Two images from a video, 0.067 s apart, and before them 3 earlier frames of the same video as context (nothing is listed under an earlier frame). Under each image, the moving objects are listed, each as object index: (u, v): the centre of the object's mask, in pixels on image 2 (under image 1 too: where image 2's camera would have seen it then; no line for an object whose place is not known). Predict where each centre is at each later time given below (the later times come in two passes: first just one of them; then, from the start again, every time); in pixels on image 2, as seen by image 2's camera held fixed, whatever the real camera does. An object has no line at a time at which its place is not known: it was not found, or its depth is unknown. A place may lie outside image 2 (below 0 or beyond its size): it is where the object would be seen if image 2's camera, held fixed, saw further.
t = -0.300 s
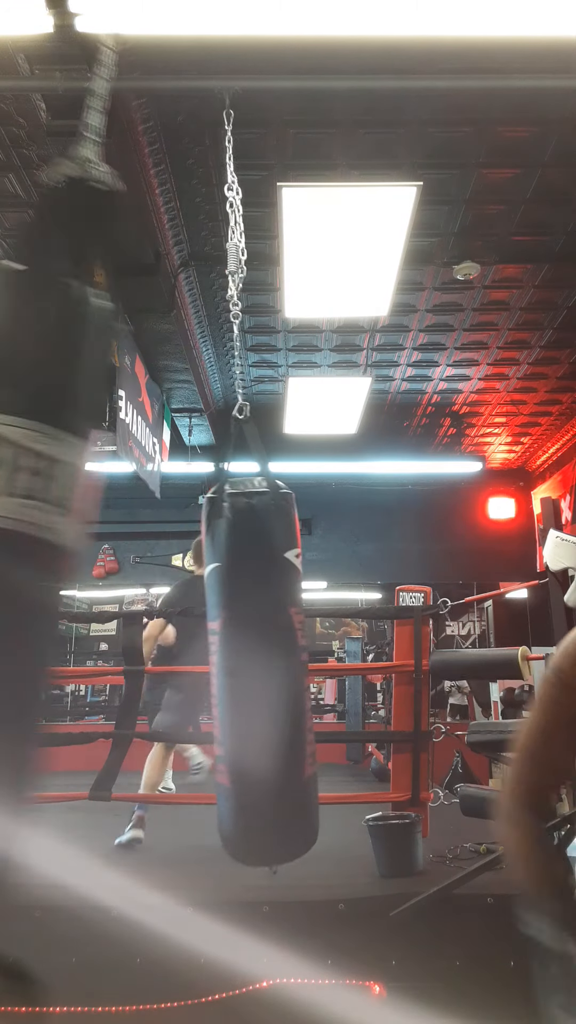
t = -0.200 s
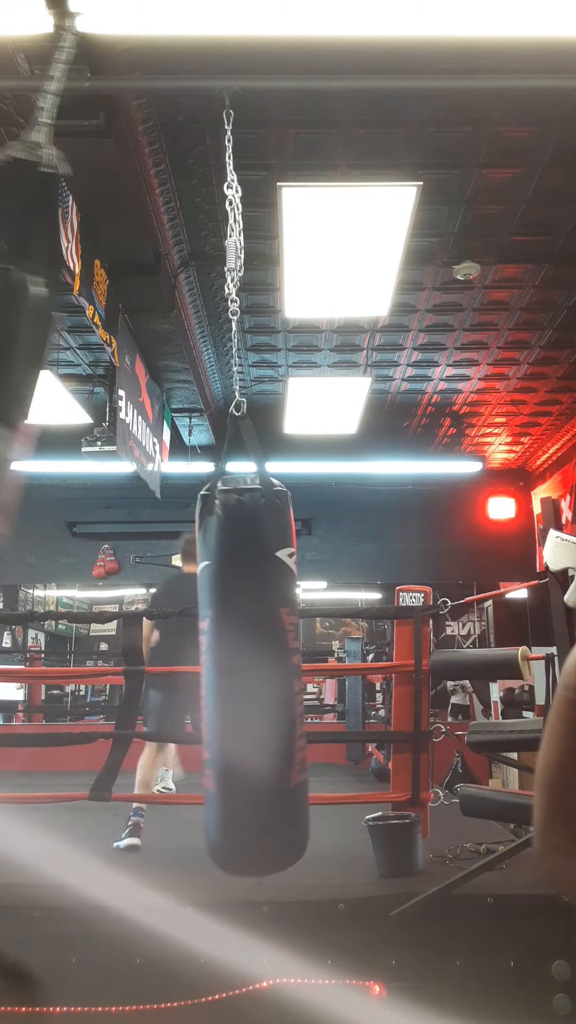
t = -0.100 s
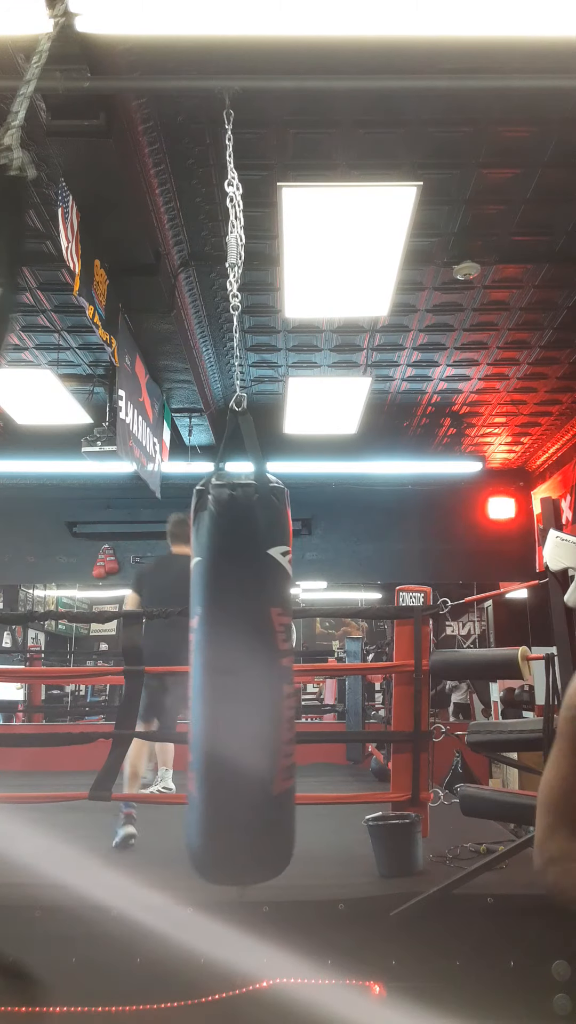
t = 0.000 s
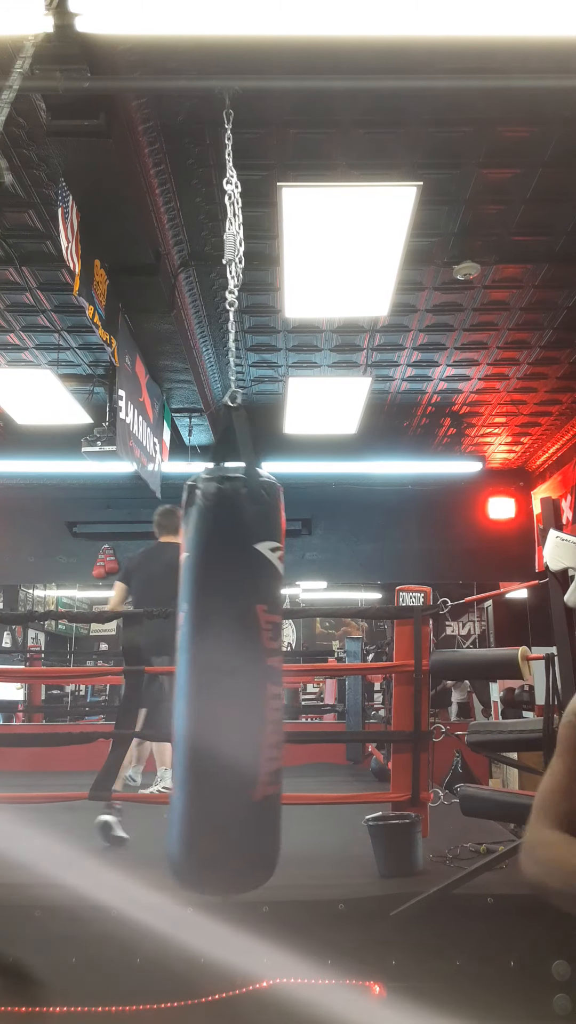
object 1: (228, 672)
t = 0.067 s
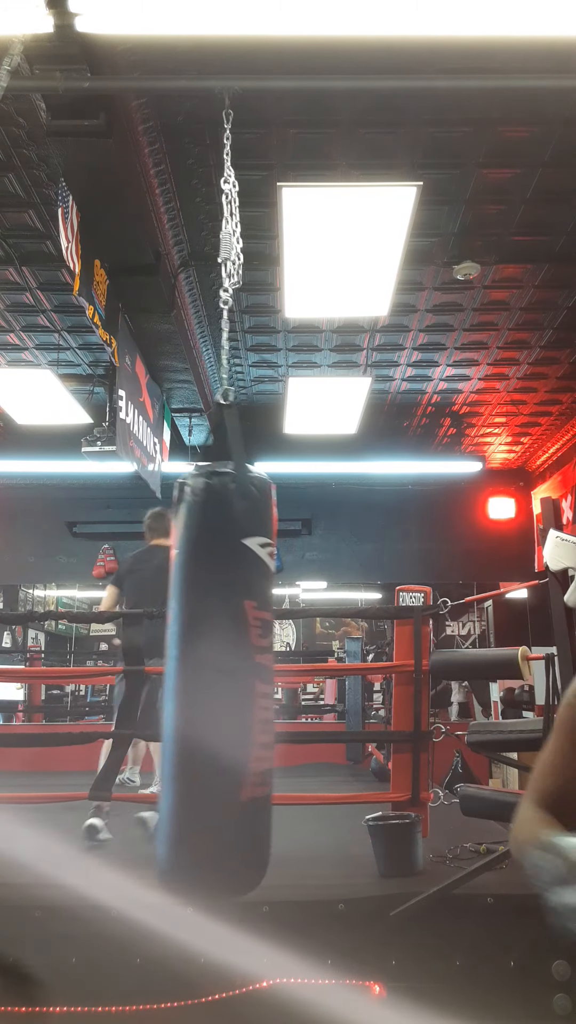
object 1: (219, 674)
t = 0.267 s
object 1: (190, 670)
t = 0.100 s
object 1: (214, 675)
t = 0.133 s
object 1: (209, 674)
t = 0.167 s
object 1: (203, 675)
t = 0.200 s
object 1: (199, 674)
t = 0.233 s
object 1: (194, 671)
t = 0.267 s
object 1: (190, 670)
